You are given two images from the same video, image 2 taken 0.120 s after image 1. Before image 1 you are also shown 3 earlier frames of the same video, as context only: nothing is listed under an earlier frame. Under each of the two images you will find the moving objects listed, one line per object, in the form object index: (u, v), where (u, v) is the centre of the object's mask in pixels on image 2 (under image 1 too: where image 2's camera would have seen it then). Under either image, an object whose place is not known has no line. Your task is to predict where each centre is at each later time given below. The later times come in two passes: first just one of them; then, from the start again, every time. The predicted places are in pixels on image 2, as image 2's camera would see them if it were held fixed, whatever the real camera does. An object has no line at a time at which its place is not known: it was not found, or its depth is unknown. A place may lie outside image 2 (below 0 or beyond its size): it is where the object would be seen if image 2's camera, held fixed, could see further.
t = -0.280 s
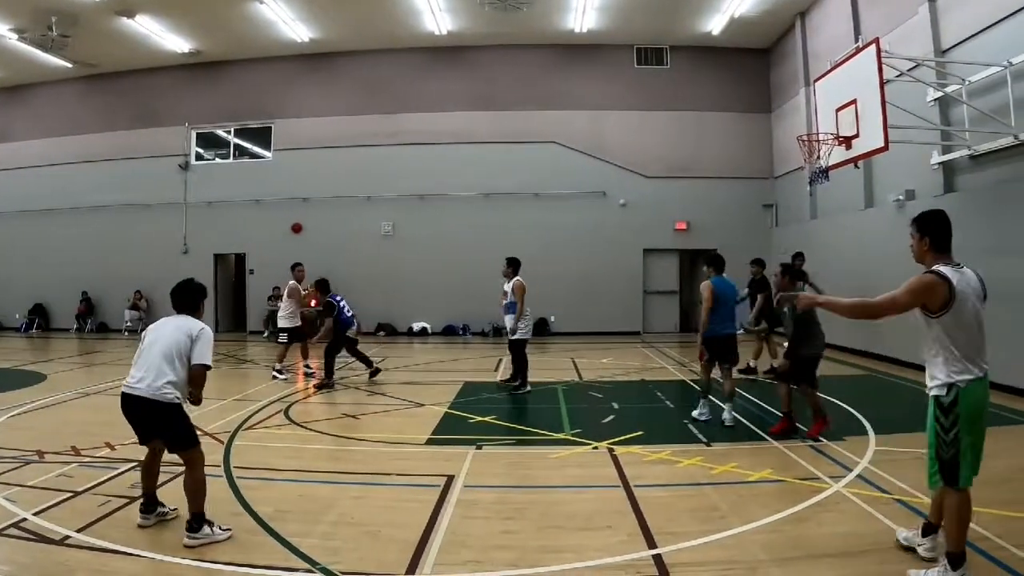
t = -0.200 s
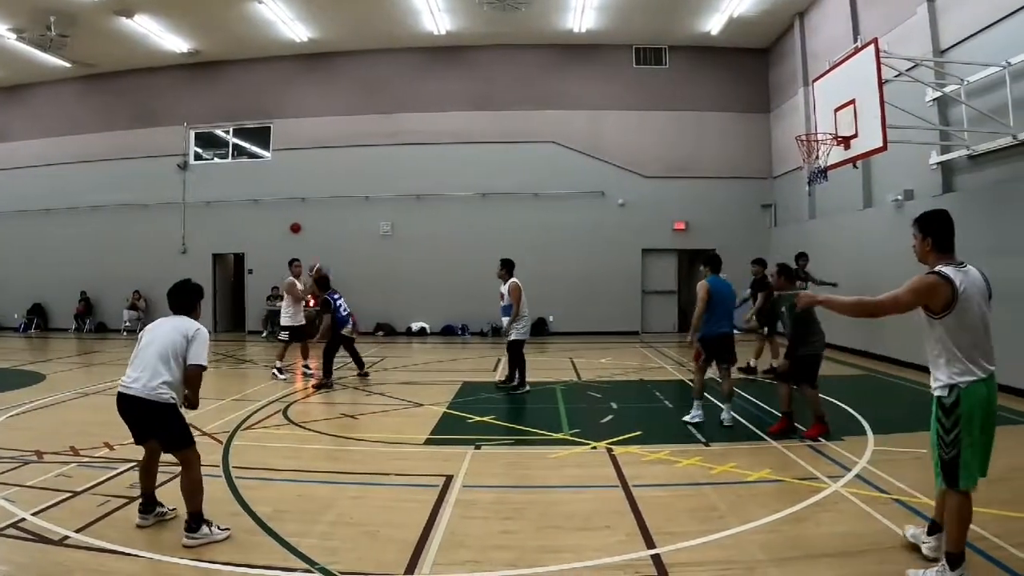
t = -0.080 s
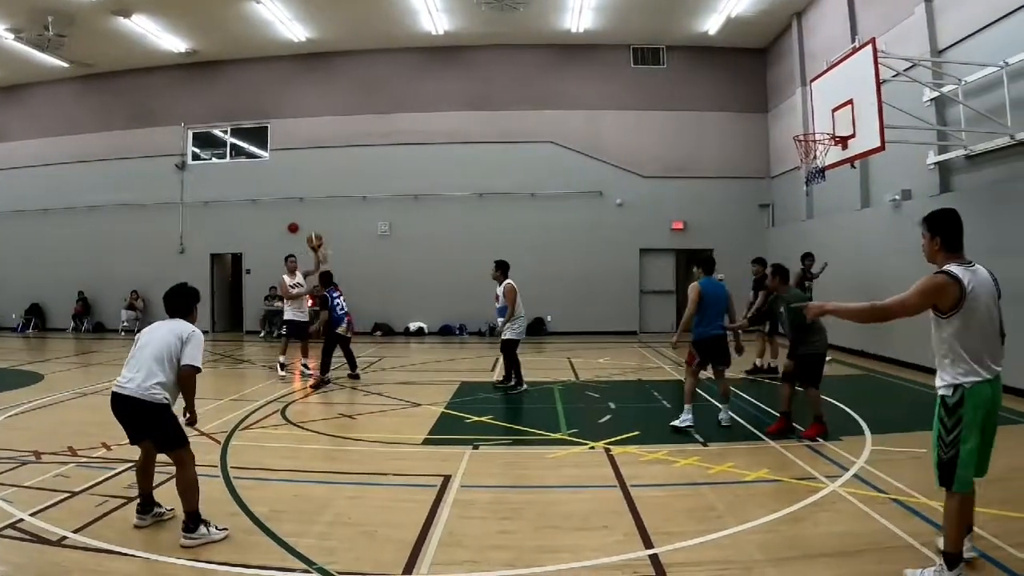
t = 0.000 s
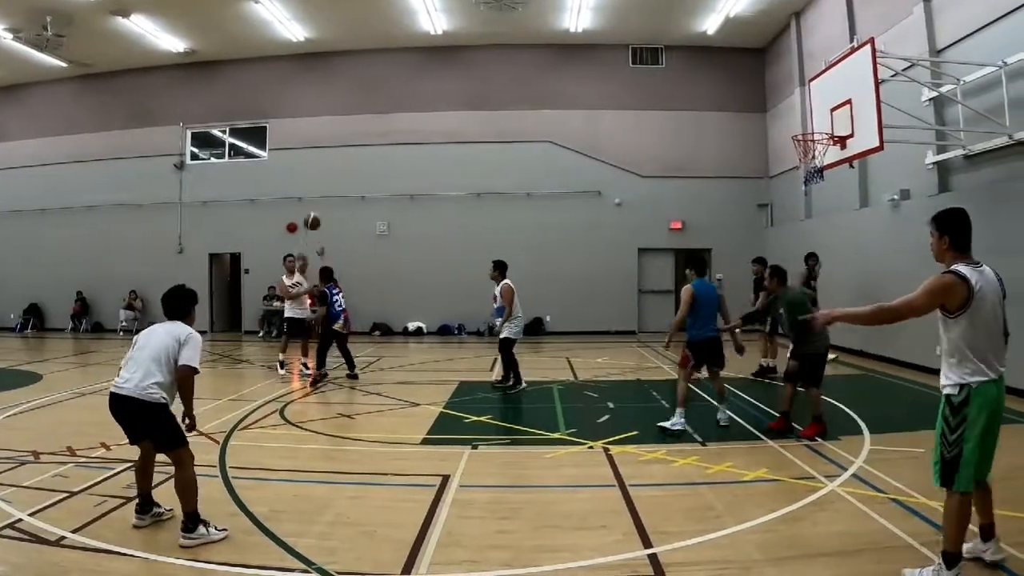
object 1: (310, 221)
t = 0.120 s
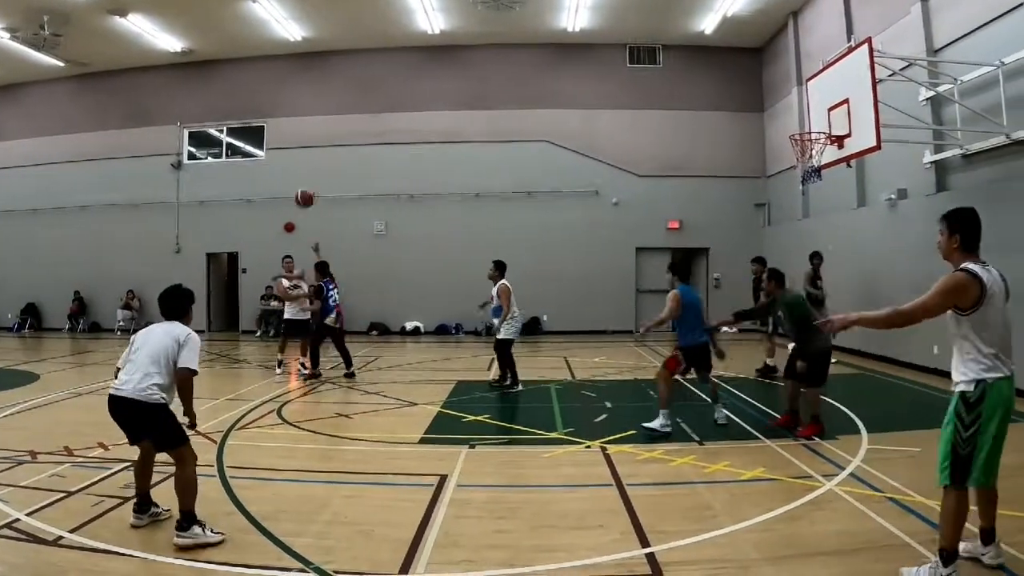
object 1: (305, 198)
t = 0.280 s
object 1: (295, 178)
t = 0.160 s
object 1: (302, 191)
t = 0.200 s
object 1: (300, 186)
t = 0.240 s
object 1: (298, 182)
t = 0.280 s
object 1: (295, 178)
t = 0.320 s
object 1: (292, 175)
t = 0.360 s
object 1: (288, 174)
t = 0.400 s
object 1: (285, 174)
